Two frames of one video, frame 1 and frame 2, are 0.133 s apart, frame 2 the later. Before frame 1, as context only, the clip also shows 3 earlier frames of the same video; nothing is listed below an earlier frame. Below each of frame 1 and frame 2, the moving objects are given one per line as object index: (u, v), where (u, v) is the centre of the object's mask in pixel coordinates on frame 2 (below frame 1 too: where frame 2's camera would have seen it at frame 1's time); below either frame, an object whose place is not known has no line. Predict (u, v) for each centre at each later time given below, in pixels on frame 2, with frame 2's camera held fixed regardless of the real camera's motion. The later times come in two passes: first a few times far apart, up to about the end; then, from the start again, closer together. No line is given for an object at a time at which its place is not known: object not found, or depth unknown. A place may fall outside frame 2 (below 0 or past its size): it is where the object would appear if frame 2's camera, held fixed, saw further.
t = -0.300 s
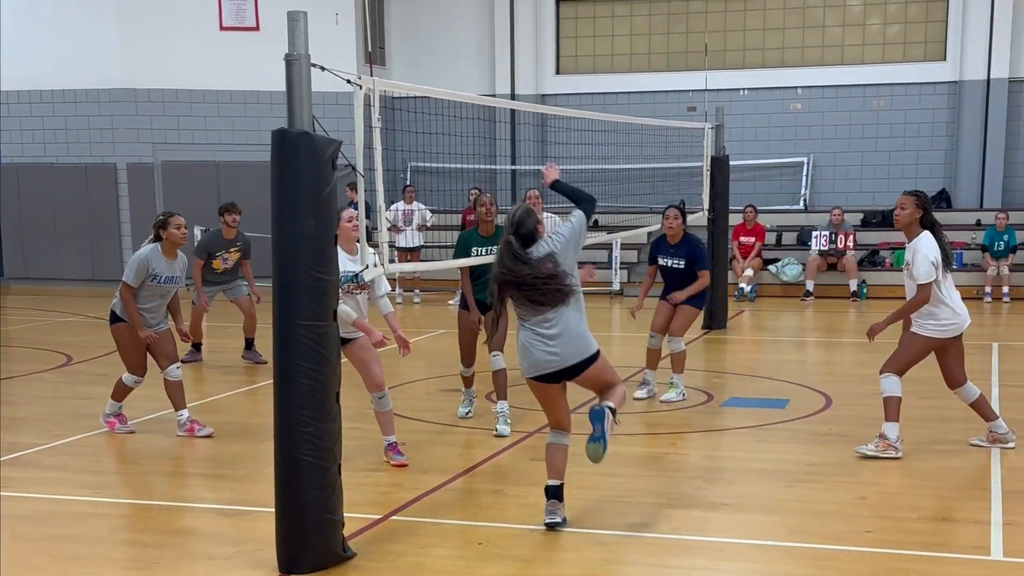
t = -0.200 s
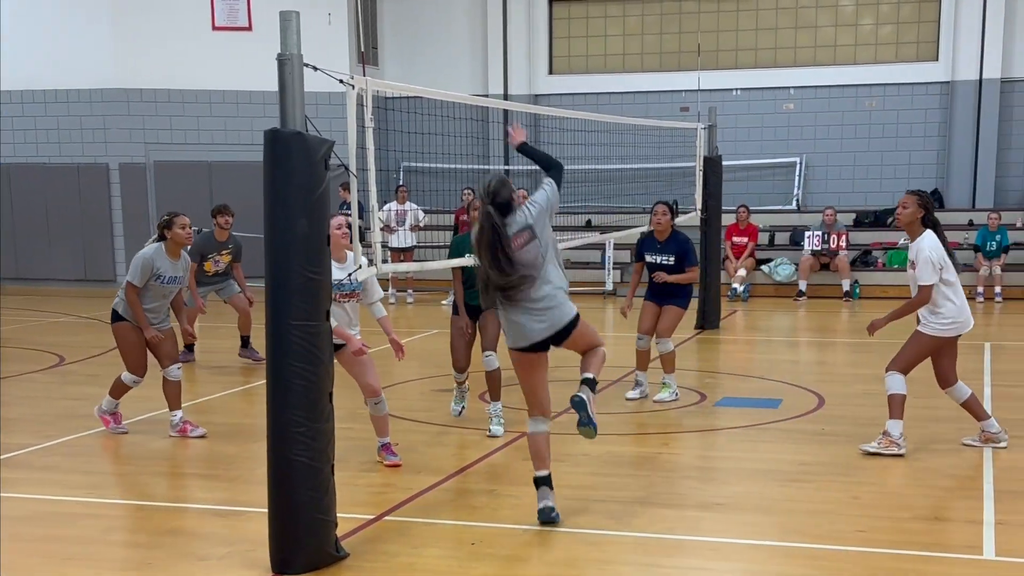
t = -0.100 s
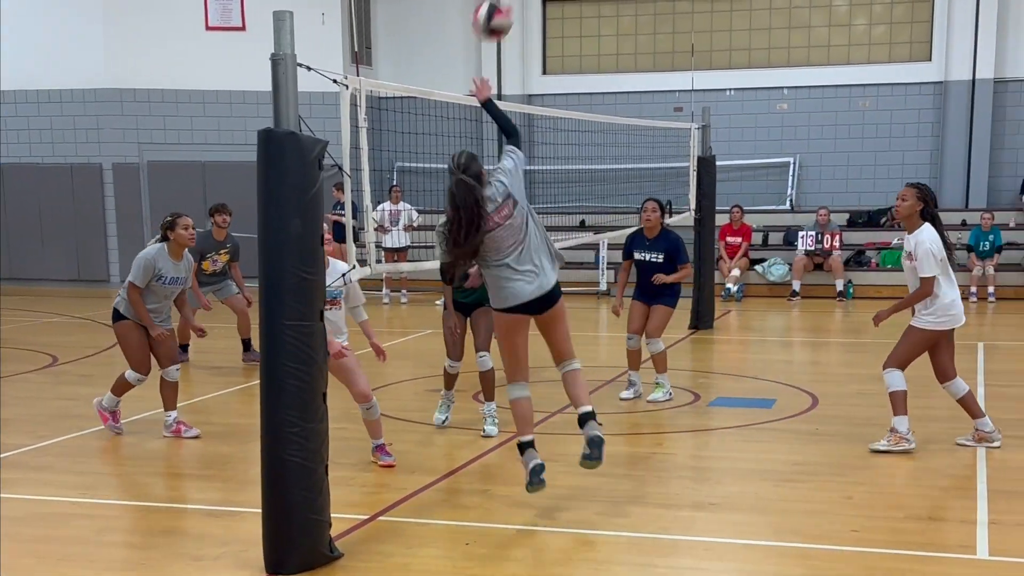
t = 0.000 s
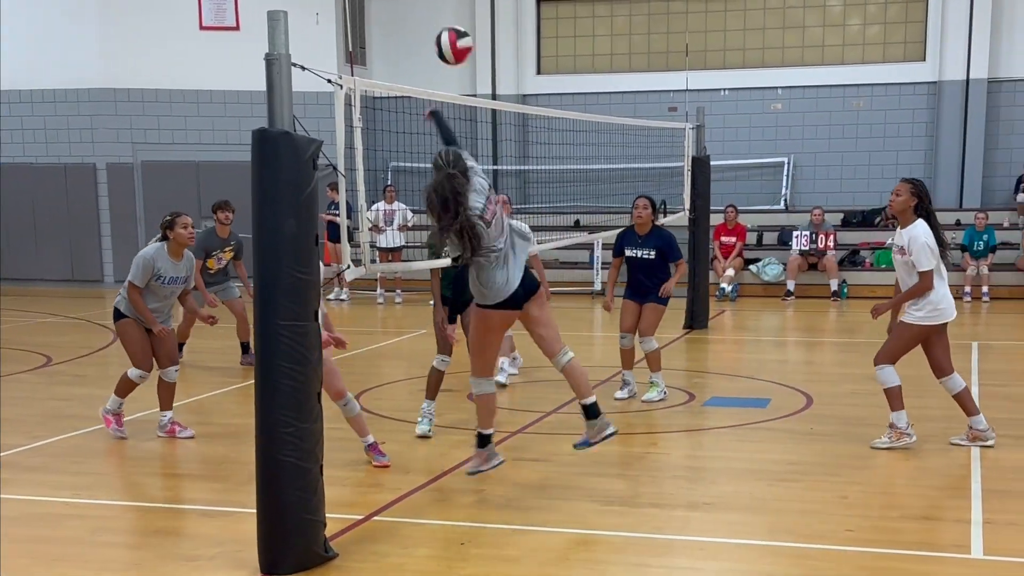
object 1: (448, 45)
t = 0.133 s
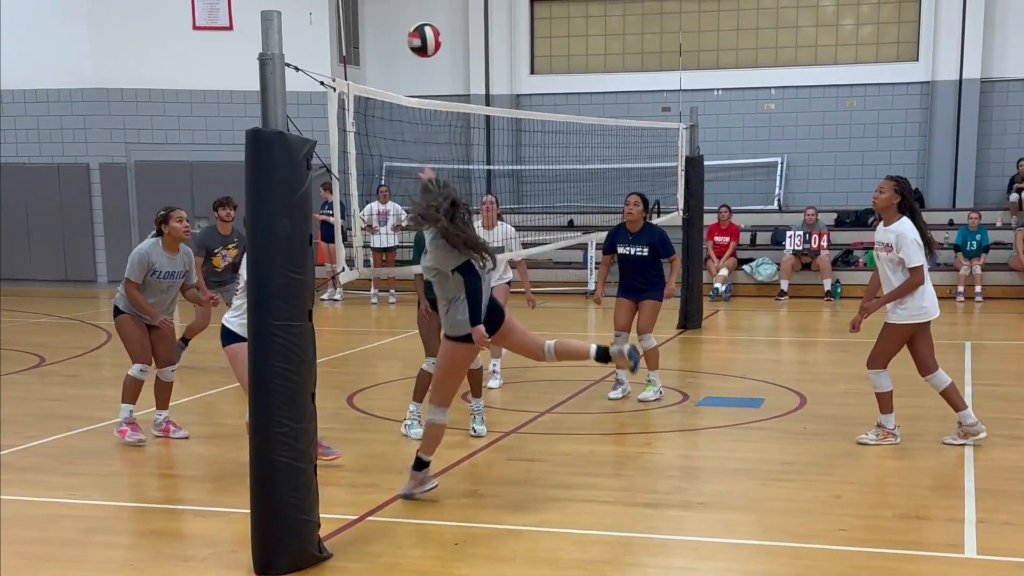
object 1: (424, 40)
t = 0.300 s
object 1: (403, 72)
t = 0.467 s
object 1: (387, 137)
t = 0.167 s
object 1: (419, 43)
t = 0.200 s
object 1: (414, 48)
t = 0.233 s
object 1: (410, 54)
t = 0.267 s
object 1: (406, 63)
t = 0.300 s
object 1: (403, 72)
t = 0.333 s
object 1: (400, 78)
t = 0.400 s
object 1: (393, 108)
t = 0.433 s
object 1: (390, 122)
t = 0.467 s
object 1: (387, 137)
